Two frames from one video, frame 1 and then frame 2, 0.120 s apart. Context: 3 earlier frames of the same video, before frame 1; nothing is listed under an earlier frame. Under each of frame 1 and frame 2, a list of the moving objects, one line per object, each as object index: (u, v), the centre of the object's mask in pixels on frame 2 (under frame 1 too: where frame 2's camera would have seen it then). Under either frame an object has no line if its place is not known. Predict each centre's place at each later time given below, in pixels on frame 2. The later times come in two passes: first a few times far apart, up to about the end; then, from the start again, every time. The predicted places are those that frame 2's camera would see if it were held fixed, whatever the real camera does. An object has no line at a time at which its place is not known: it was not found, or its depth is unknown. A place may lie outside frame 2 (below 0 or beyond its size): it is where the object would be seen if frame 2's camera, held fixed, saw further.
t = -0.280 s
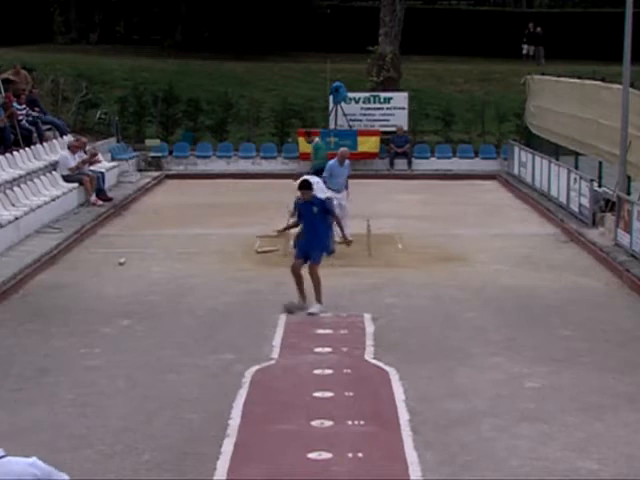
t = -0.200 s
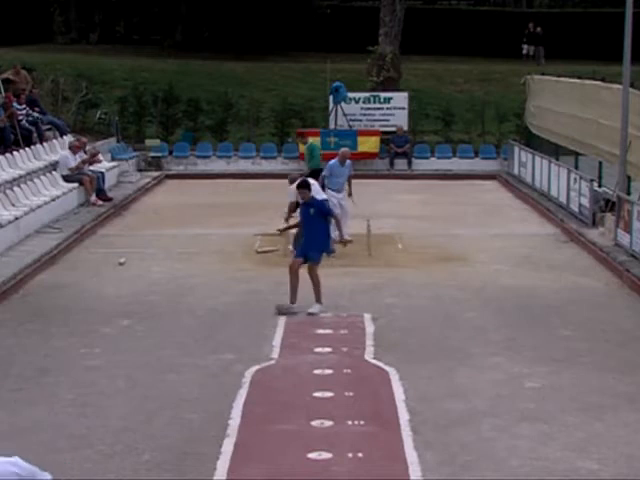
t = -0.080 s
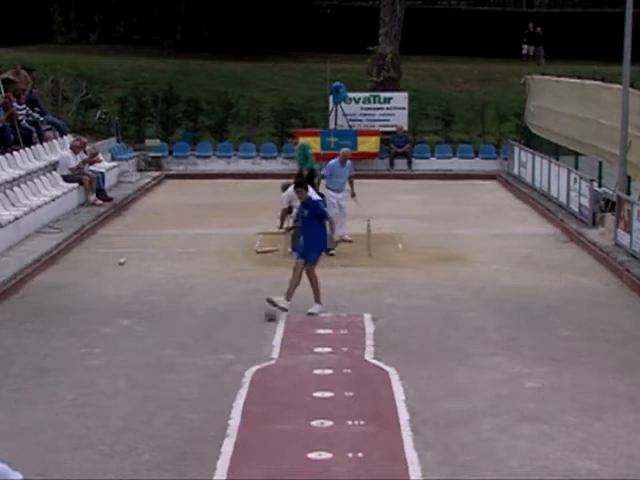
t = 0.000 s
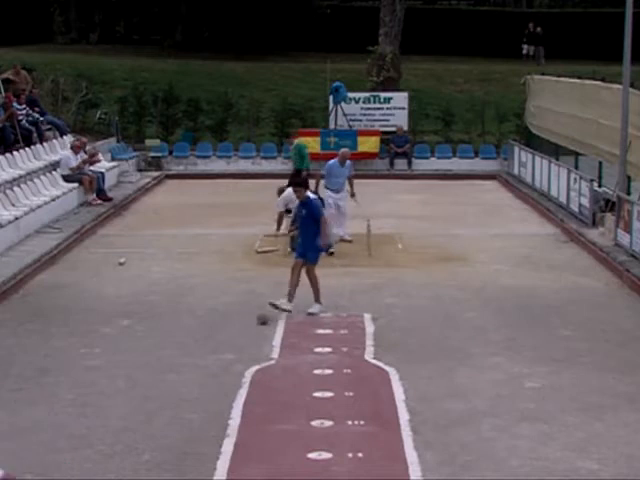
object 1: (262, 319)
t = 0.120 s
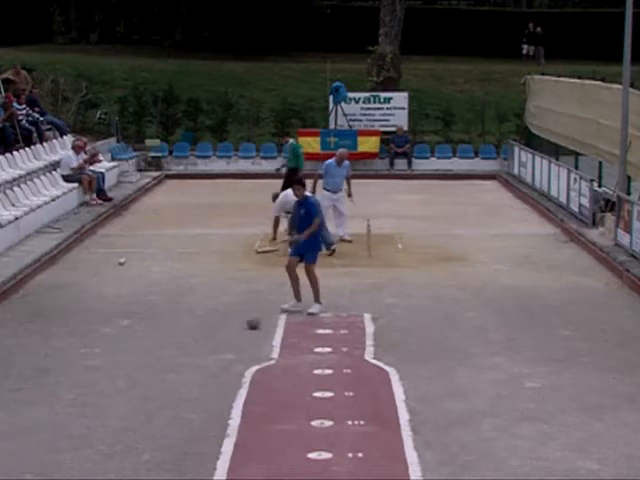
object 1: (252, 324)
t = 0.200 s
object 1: (246, 327)
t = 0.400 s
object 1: (230, 335)
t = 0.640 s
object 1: (210, 346)
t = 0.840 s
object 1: (192, 355)
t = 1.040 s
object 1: (173, 364)
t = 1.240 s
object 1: (155, 373)
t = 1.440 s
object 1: (137, 380)
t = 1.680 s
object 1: (114, 392)
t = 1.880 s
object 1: (95, 402)
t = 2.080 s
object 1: (77, 410)
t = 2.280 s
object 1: (59, 419)
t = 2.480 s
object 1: (43, 428)
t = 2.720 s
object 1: (27, 437)
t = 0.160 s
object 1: (249, 325)
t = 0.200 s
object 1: (246, 327)
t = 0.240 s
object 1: (243, 328)
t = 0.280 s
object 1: (239, 330)
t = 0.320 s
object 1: (236, 332)
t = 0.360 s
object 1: (233, 333)
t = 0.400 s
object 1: (230, 335)
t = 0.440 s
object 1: (227, 336)
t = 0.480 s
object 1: (224, 338)
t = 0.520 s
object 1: (220, 341)
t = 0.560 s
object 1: (216, 342)
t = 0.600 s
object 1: (213, 344)
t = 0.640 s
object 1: (210, 346)
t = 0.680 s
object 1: (206, 347)
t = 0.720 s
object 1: (202, 349)
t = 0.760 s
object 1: (199, 351)
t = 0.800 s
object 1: (195, 353)
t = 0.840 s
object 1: (192, 355)
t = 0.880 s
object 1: (188, 356)
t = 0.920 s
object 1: (184, 357)
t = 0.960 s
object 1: (181, 360)
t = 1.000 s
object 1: (177, 362)
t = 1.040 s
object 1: (173, 364)
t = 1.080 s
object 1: (170, 366)
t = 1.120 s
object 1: (166, 367)
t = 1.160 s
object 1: (162, 368)
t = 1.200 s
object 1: (158, 371)
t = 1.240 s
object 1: (155, 373)
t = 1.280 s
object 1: (151, 374)
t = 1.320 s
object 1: (148, 376)
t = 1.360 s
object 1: (144, 378)
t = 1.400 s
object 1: (140, 378)
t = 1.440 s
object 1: (137, 380)
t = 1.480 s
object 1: (133, 383)
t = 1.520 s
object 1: (129, 384)
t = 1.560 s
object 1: (125, 387)
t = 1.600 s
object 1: (121, 388)
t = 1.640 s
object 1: (118, 389)
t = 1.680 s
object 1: (114, 392)
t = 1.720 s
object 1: (110, 394)
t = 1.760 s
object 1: (107, 395)
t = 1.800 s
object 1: (103, 398)
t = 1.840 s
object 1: (99, 399)
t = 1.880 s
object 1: (95, 402)
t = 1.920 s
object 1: (91, 403)
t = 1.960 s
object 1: (88, 404)
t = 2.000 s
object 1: (84, 407)
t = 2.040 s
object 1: (80, 409)
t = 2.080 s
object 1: (77, 410)
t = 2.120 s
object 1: (73, 412)
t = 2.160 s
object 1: (70, 414)
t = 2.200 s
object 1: (66, 416)
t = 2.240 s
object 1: (63, 417)
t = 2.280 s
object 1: (59, 419)
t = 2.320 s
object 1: (56, 421)
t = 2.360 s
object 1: (53, 423)
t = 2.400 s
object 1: (50, 424)
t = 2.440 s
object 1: (47, 426)
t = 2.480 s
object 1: (43, 428)
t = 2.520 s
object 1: (41, 430)
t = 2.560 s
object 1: (37, 432)
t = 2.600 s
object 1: (35, 434)
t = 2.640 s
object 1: (32, 434)
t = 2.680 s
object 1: (29, 436)
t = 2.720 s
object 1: (27, 437)
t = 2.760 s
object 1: (25, 439)
